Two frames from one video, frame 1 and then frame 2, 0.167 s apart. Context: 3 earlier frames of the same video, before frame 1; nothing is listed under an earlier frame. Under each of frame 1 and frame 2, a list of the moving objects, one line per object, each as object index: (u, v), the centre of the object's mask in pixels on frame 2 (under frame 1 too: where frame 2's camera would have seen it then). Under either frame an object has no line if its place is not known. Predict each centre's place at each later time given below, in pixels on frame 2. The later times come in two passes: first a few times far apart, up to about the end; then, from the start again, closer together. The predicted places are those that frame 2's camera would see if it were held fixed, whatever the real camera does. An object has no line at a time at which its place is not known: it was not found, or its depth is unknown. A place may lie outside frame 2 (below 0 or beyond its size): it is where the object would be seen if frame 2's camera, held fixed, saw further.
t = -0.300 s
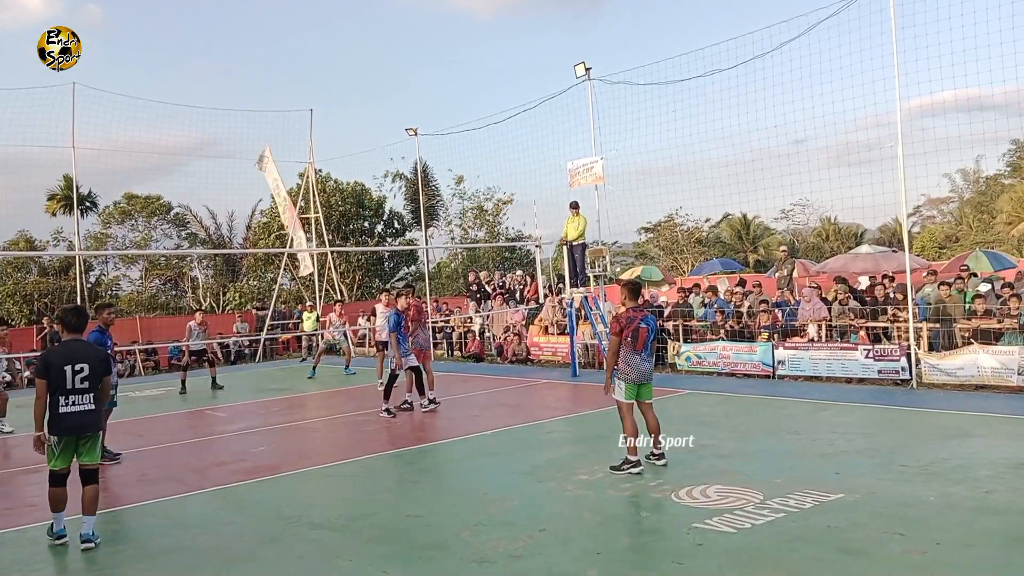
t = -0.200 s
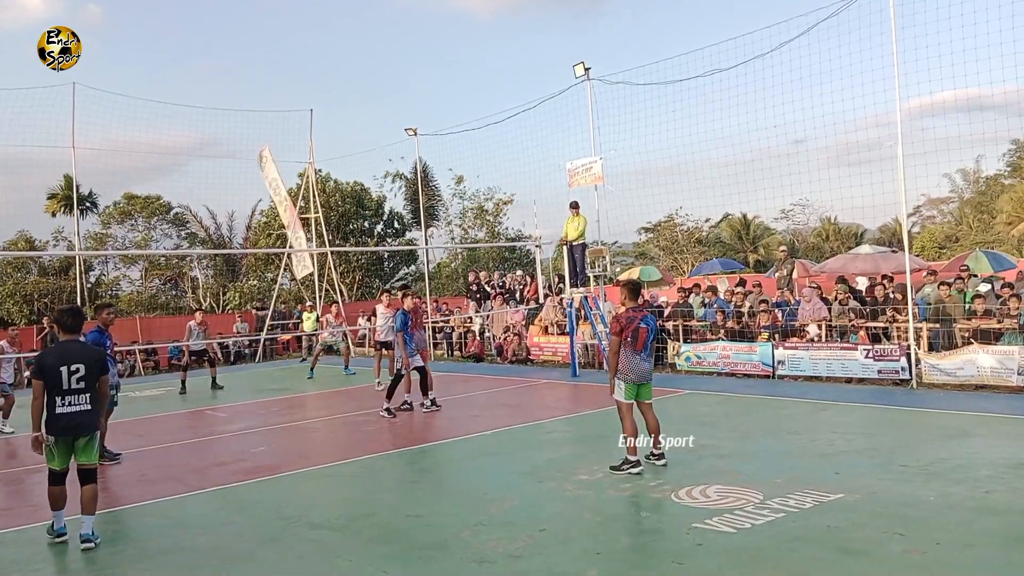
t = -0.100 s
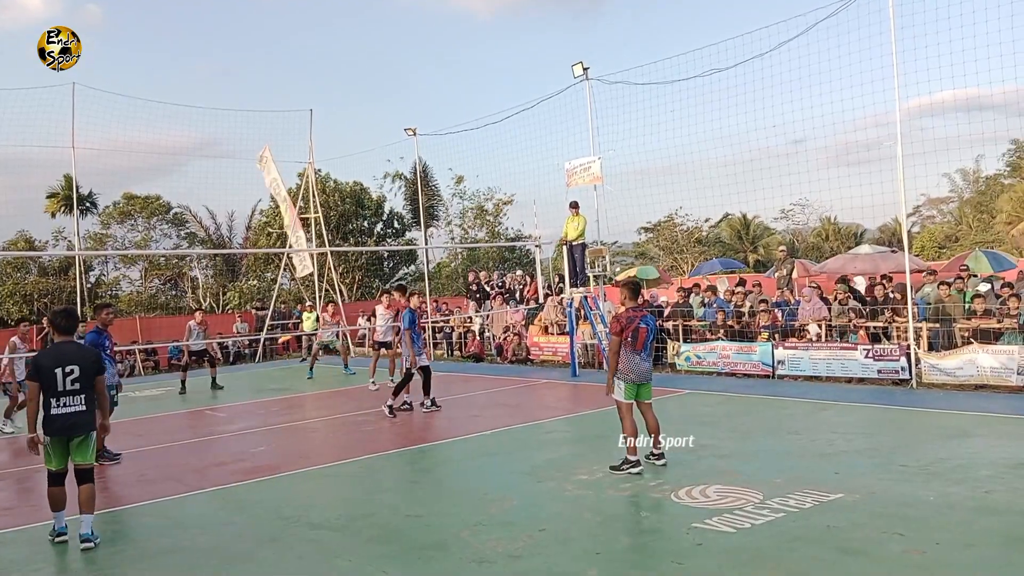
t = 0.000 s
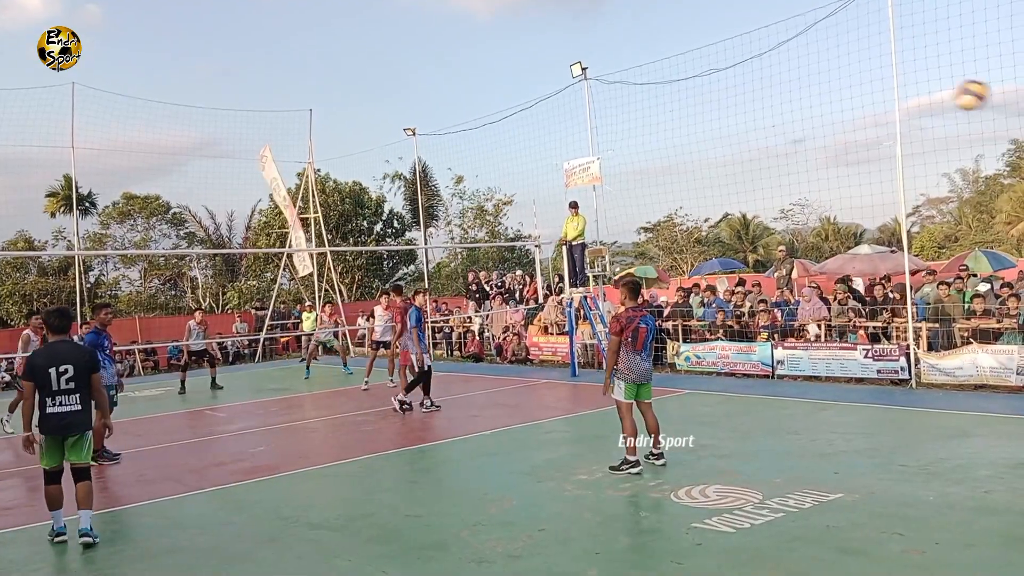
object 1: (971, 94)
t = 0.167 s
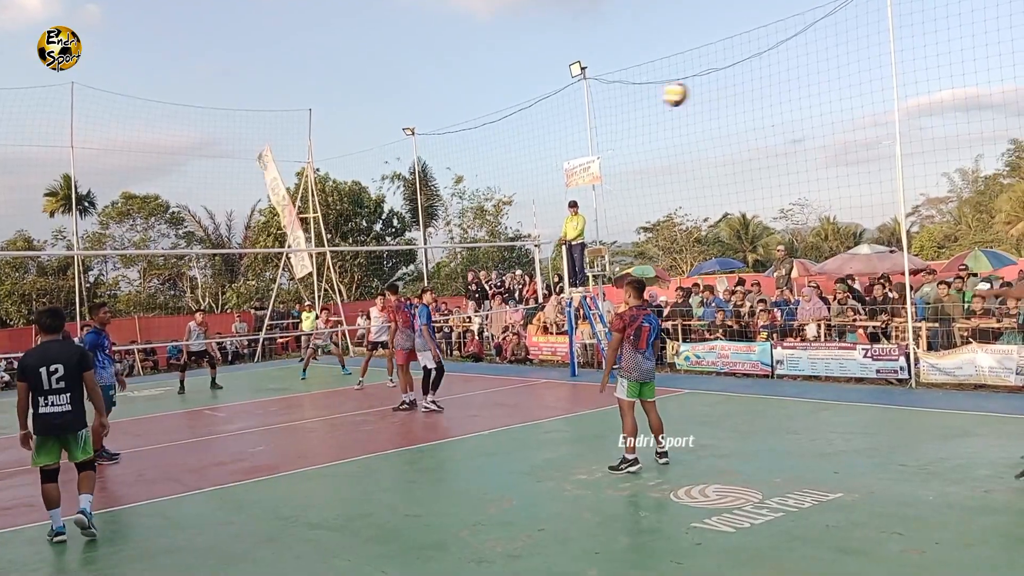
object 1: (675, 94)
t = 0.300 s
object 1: (518, 114)
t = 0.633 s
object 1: (271, 204)
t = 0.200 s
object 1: (631, 98)
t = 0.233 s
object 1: (590, 103)
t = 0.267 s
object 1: (552, 108)
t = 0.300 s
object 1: (518, 114)
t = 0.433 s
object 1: (399, 145)
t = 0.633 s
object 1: (271, 204)
